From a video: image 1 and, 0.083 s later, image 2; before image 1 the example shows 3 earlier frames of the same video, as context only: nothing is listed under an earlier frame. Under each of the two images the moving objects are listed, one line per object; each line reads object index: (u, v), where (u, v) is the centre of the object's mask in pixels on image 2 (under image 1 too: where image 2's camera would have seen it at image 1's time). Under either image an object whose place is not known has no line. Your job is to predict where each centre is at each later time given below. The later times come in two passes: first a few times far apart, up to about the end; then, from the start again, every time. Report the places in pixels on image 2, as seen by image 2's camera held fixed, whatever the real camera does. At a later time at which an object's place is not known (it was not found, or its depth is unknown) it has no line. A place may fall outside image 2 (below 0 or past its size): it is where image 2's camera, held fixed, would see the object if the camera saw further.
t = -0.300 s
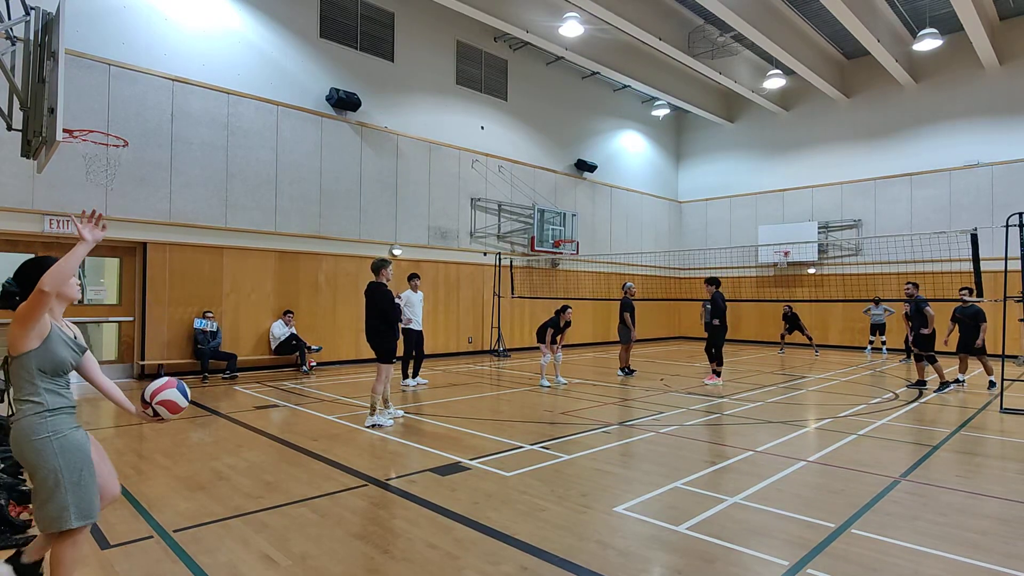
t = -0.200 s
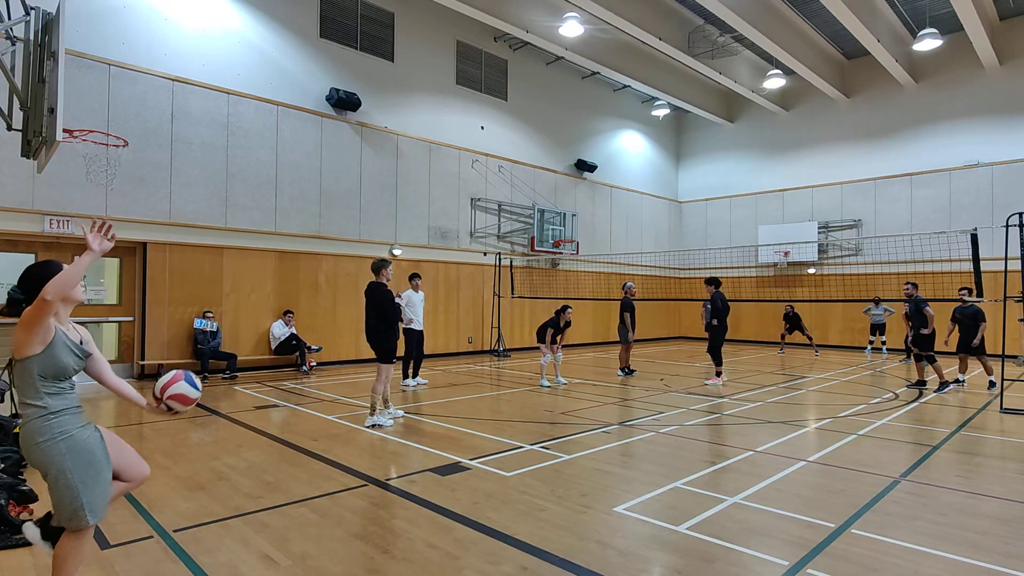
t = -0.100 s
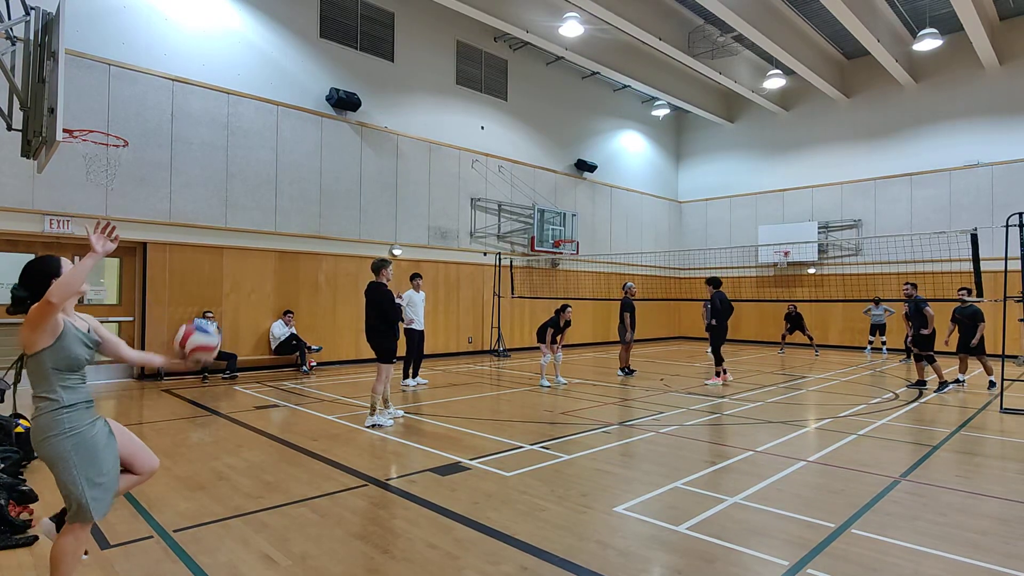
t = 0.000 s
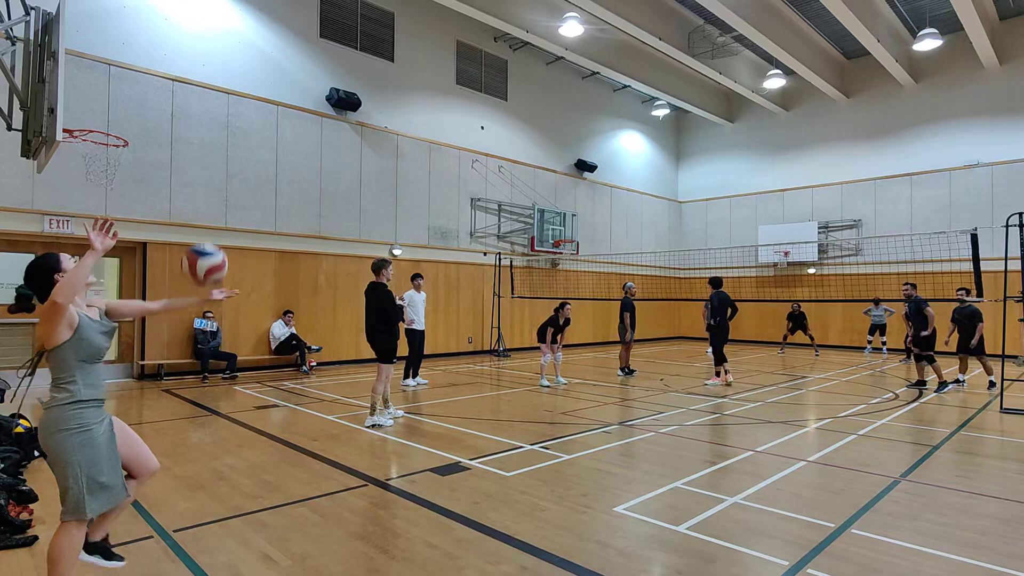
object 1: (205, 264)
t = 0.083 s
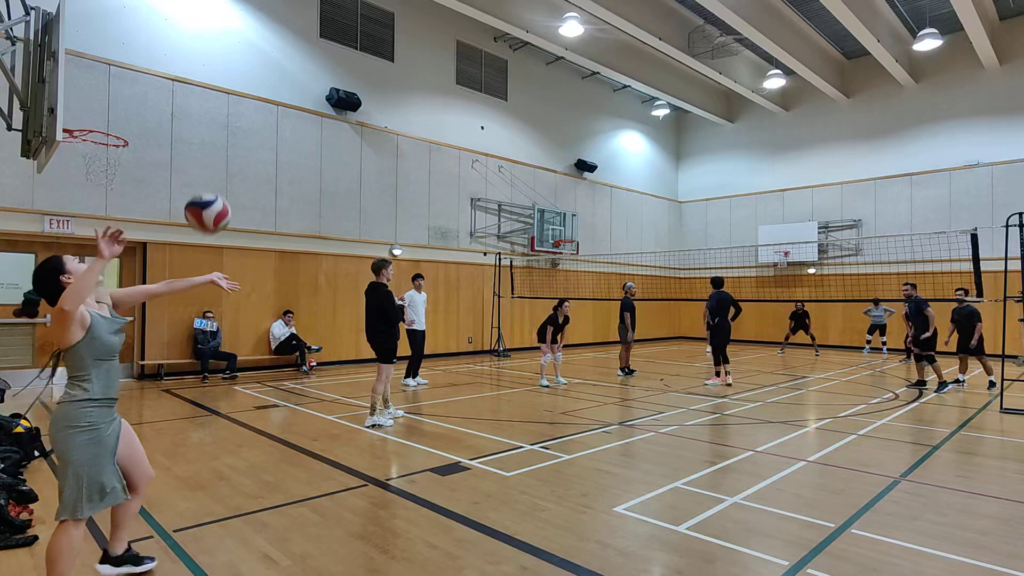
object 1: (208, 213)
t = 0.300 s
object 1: (213, 142)
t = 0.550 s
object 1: (217, 169)
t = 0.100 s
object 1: (208, 204)
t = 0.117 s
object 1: (209, 196)
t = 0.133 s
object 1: (209, 188)
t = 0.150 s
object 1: (210, 181)
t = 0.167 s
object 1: (210, 174)
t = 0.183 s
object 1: (210, 168)
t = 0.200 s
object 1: (211, 163)
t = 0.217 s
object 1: (211, 158)
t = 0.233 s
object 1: (212, 154)
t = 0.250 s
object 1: (212, 150)
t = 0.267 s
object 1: (212, 147)
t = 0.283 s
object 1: (213, 144)
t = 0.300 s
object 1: (213, 142)
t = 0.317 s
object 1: (214, 140)
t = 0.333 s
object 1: (214, 139)
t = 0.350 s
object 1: (214, 138)
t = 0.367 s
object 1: (215, 138)
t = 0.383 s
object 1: (215, 138)
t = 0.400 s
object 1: (215, 139)
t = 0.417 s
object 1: (215, 140)
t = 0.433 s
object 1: (216, 142)
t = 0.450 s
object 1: (216, 144)
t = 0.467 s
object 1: (216, 147)
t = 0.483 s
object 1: (216, 151)
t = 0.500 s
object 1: (217, 155)
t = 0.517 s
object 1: (217, 159)
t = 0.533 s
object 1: (217, 164)
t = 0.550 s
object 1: (217, 169)
